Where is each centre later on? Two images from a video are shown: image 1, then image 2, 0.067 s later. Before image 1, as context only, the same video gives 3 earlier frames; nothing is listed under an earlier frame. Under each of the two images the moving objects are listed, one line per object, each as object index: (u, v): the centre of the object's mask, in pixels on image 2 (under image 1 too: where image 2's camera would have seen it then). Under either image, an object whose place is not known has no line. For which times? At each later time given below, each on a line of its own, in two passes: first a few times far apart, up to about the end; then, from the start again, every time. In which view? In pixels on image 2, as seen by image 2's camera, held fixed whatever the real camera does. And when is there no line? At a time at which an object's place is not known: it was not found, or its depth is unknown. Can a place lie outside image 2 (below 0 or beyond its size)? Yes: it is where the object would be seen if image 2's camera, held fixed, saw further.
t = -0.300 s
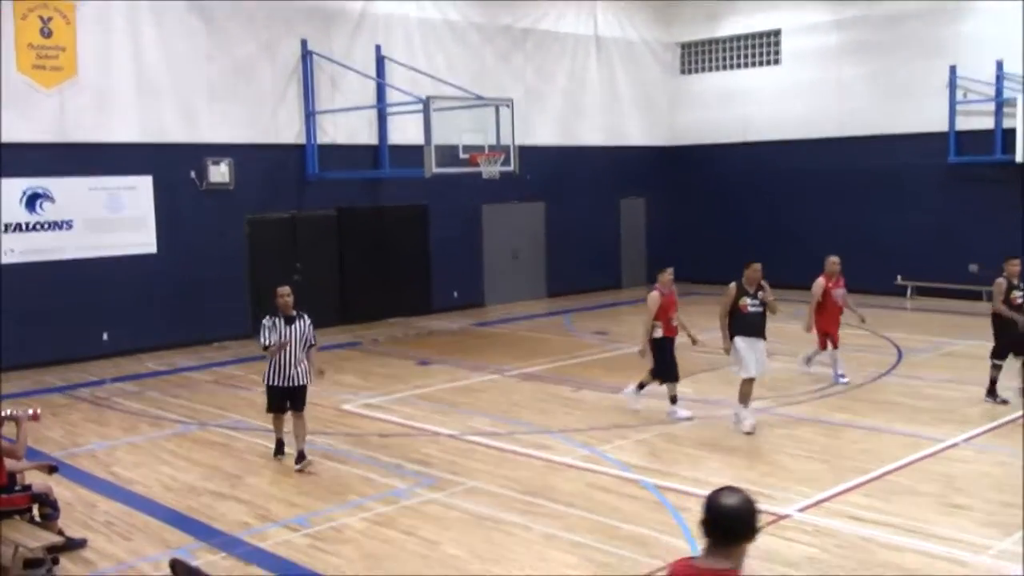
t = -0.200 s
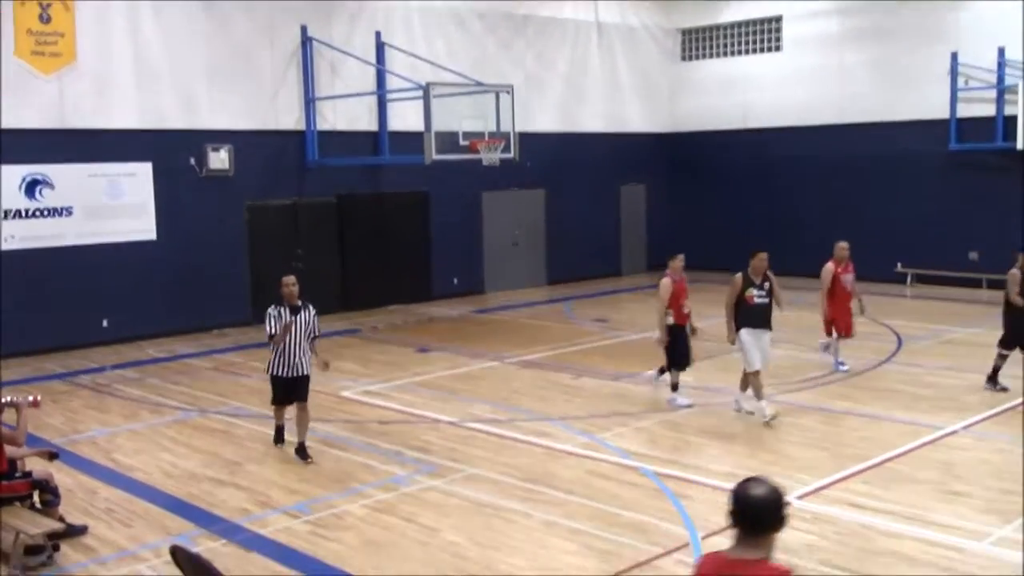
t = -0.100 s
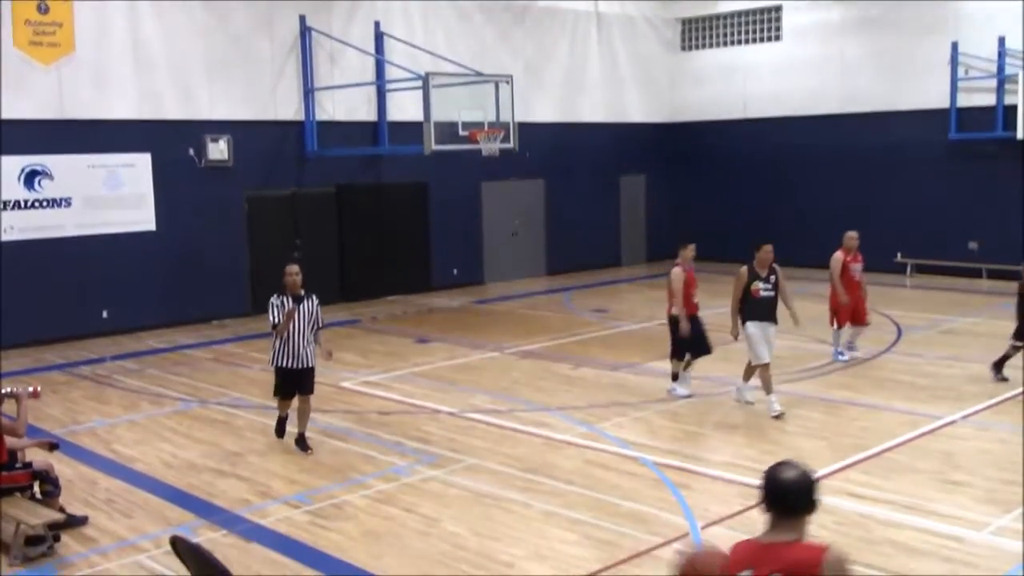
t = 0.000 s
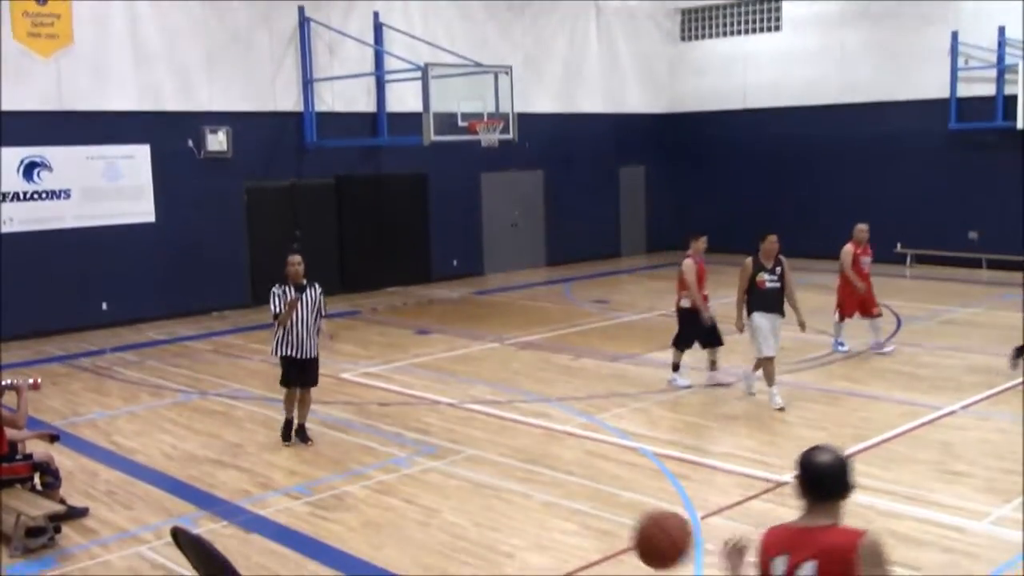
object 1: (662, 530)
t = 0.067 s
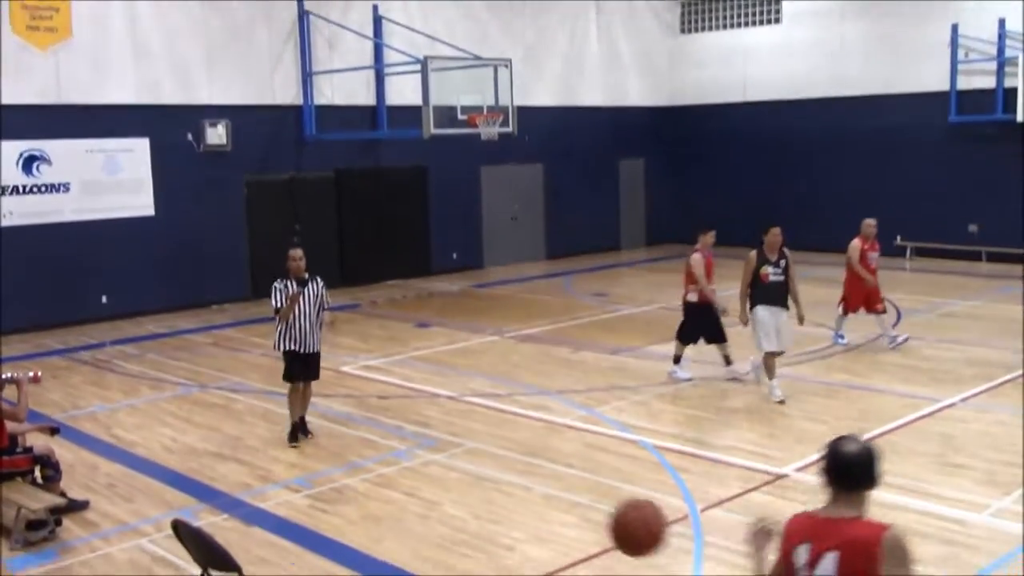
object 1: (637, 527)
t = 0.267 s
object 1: (576, 571)
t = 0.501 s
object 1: (529, 581)
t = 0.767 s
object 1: (495, 476)
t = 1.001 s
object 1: (473, 488)
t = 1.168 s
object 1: (461, 545)
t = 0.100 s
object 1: (627, 529)
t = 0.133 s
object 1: (616, 534)
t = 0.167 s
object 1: (604, 540)
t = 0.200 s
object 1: (595, 549)
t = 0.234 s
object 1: (586, 559)
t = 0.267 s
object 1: (576, 571)
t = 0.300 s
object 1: (566, 585)
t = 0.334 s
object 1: (559, 601)
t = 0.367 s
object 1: (552, 615)
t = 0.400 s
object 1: (542, 628)
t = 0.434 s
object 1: (537, 629)
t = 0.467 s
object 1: (533, 607)
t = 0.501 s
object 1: (529, 581)
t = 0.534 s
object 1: (522, 559)
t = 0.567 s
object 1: (518, 540)
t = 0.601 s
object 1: (514, 525)
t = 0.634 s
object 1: (510, 512)
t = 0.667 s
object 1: (506, 500)
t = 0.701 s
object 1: (502, 490)
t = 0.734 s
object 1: (498, 482)
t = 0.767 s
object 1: (495, 476)
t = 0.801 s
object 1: (492, 473)
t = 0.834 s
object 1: (488, 471)
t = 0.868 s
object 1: (486, 471)
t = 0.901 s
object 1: (482, 472)
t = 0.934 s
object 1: (479, 476)
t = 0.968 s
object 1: (476, 481)
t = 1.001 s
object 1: (473, 488)
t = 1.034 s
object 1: (470, 497)
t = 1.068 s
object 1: (468, 507)
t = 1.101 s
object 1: (465, 519)
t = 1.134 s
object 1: (463, 531)
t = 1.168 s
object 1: (461, 545)
